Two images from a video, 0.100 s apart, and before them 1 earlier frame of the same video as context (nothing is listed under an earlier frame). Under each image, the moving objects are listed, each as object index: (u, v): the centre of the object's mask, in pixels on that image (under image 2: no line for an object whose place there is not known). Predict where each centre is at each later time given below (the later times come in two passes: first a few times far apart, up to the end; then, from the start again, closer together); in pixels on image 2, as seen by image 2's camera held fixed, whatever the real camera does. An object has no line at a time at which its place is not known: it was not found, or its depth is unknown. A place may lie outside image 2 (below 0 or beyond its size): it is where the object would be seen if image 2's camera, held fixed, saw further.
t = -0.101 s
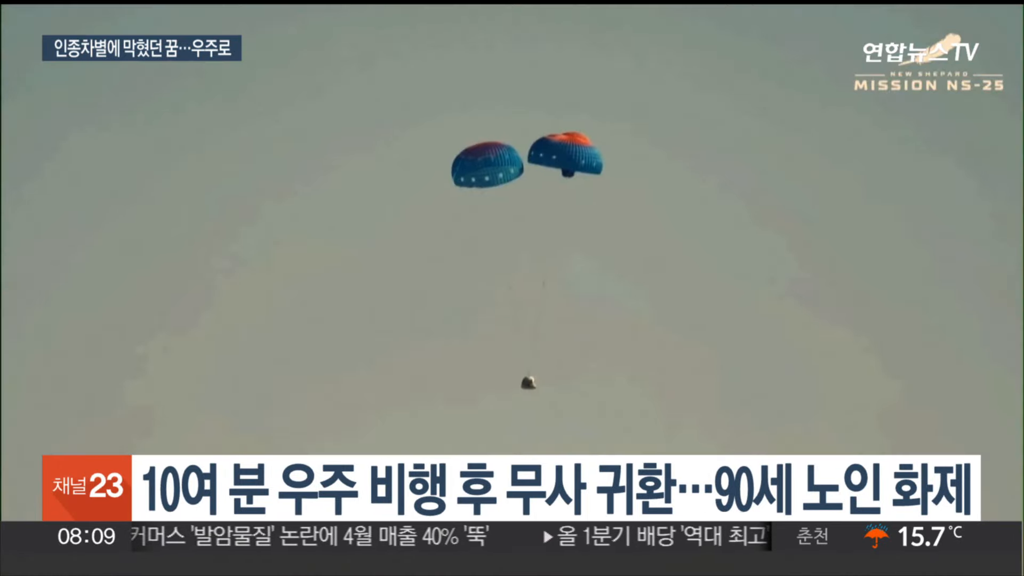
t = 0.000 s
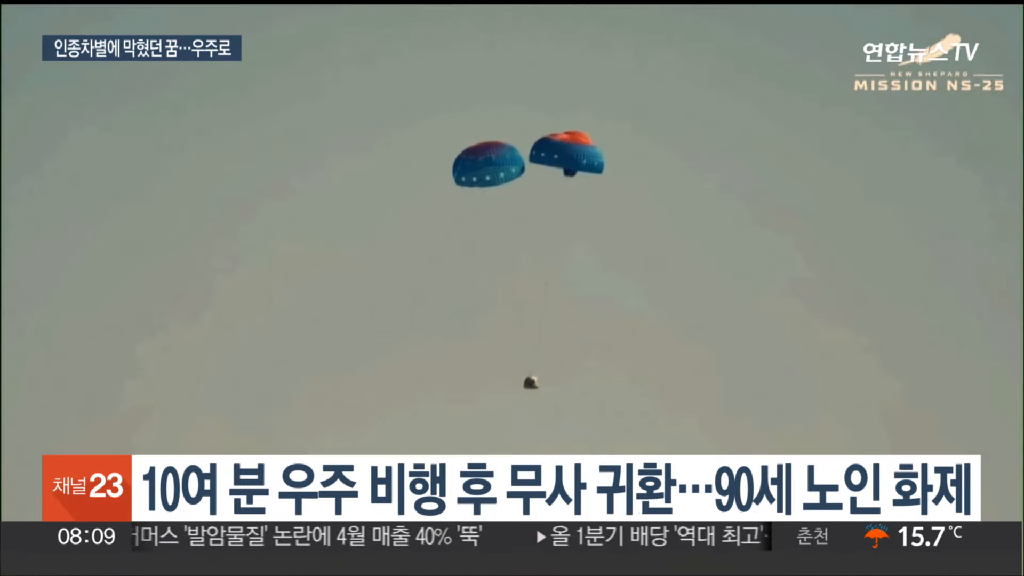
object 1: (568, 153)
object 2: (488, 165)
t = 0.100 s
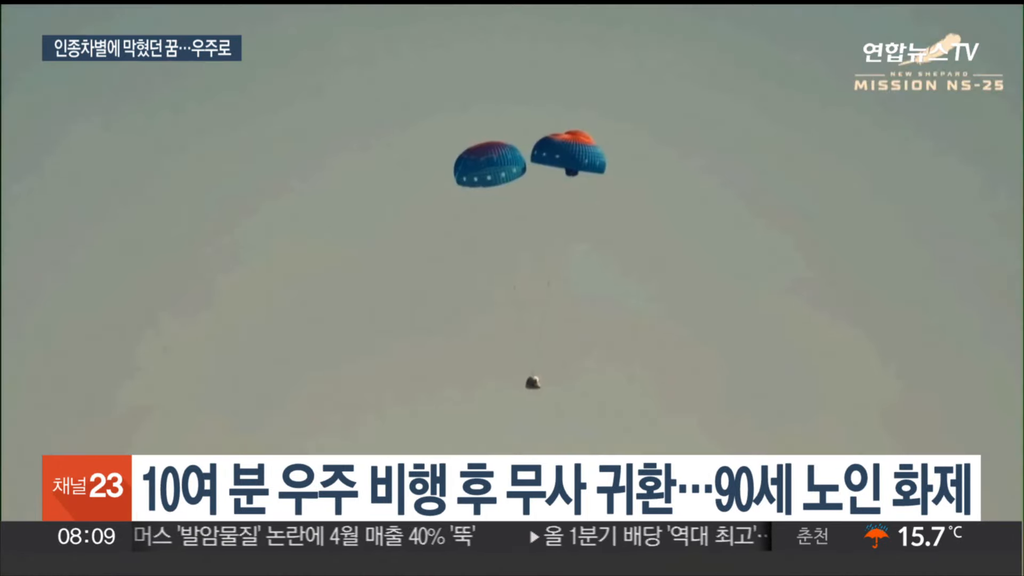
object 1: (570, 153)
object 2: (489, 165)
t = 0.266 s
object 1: (571, 153)
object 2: (490, 165)
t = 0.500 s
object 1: (577, 156)
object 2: (495, 169)
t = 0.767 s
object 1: (585, 162)
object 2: (502, 175)
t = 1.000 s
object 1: (589, 167)
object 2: (506, 180)
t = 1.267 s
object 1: (596, 171)
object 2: (512, 185)
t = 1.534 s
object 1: (601, 178)
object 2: (515, 192)
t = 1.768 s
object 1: (606, 187)
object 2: (521, 201)
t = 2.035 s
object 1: (612, 194)
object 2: (527, 208)
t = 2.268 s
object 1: (616, 200)
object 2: (531, 214)
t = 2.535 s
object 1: (623, 211)
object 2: (539, 226)
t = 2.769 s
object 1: (600, 218)
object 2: (516, 233)
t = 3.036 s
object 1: (554, 225)
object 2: (459, 241)
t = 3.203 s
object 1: (521, 235)
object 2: (438, 249)
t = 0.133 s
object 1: (570, 153)
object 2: (489, 165)
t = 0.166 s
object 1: (571, 153)
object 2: (490, 165)
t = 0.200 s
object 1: (571, 153)
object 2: (490, 165)
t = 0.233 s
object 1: (571, 153)
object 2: (490, 165)
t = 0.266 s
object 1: (571, 153)
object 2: (490, 165)
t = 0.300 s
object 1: (572, 153)
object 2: (491, 166)
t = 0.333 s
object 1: (574, 154)
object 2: (492, 167)
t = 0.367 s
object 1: (574, 155)
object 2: (492, 168)
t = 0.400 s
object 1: (574, 155)
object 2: (492, 168)
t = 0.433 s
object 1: (575, 156)
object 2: (493, 168)
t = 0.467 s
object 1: (576, 156)
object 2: (494, 169)
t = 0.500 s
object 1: (577, 156)
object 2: (495, 169)
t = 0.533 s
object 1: (577, 157)
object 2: (495, 170)
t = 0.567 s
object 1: (578, 158)
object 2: (496, 171)
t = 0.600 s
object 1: (578, 158)
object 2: (496, 171)
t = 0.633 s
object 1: (581, 160)
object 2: (498, 173)
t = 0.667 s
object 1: (582, 161)
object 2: (499, 174)
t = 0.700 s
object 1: (582, 161)
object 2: (499, 174)
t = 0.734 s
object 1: (584, 161)
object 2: (501, 175)
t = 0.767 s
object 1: (585, 162)
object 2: (502, 175)
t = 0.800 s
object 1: (585, 162)
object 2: (502, 175)
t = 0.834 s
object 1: (586, 163)
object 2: (503, 176)
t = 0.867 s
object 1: (586, 163)
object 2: (503, 176)
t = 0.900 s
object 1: (586, 163)
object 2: (503, 176)
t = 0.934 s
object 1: (587, 163)
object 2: (504, 177)
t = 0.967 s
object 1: (589, 167)
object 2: (506, 180)
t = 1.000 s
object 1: (589, 167)
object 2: (506, 180)
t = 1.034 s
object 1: (590, 167)
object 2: (506, 181)
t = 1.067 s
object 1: (591, 168)
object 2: (507, 182)
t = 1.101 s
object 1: (594, 169)
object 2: (509, 183)
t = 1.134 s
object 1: (595, 170)
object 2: (511, 184)
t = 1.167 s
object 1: (595, 170)
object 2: (511, 184)
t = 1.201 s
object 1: (595, 170)
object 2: (511, 184)
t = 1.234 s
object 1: (596, 170)
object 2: (511, 184)
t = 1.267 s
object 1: (596, 171)
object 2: (512, 185)
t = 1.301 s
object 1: (597, 172)
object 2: (512, 186)
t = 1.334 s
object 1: (597, 173)
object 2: (513, 187)
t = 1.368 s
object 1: (598, 174)
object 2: (513, 188)
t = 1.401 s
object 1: (598, 174)
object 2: (513, 188)
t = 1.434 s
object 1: (598, 175)
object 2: (513, 189)
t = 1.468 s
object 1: (600, 177)
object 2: (515, 192)
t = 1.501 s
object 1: (600, 177)
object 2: (515, 192)
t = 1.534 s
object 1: (601, 178)
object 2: (515, 192)
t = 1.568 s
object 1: (602, 181)
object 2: (517, 196)
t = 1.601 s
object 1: (602, 181)
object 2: (517, 196)
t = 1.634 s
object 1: (602, 181)
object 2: (517, 197)
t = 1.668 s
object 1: (602, 182)
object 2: (517, 197)
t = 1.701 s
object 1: (604, 184)
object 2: (518, 198)
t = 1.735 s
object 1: (604, 184)
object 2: (519, 198)
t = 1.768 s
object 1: (606, 187)
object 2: (521, 201)
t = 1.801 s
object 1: (606, 187)
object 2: (521, 201)
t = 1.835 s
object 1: (606, 187)
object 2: (521, 201)
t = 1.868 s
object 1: (607, 189)
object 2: (522, 203)
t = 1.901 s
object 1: (608, 190)
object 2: (523, 205)
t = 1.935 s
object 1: (610, 192)
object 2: (525, 207)
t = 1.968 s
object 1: (611, 193)
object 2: (526, 207)
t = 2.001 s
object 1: (611, 193)
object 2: (526, 207)
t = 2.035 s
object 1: (612, 194)
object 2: (527, 208)
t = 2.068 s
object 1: (613, 195)
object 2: (528, 209)
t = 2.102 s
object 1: (613, 196)
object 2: (529, 211)
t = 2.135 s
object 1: (614, 196)
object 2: (529, 211)
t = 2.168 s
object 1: (614, 198)
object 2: (530, 212)
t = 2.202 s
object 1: (615, 198)
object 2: (530, 212)
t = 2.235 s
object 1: (615, 199)
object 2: (530, 213)
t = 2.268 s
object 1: (616, 200)
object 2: (531, 214)
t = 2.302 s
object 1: (618, 203)
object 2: (534, 218)
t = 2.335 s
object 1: (619, 204)
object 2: (535, 219)
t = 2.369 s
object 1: (620, 206)
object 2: (536, 221)
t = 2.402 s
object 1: (620, 206)
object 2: (536, 221)
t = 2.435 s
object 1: (621, 207)
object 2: (537, 222)
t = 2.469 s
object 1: (622, 208)
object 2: (538, 223)
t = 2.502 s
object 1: (622, 208)
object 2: (538, 223)
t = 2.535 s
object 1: (623, 211)
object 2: (539, 226)
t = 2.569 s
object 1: (623, 212)
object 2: (540, 227)
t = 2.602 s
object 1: (624, 212)
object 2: (540, 227)
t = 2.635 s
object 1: (624, 212)
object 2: (540, 227)
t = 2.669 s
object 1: (624, 212)
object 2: (540, 227)
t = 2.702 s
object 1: (622, 213)
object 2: (530, 229)
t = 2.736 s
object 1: (602, 218)
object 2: (518, 232)
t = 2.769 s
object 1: (600, 218)
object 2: (516, 233)
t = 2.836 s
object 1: (595, 218)
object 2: (511, 233)
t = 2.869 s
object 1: (577, 221)
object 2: (492, 236)
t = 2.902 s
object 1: (564, 223)
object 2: (481, 238)
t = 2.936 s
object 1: (560, 224)
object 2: (476, 238)
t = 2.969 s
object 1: (556, 224)
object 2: (473, 239)
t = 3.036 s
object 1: (554, 225)
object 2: (459, 241)
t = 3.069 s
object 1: (528, 230)
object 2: (446, 245)
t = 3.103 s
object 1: (526, 231)
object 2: (443, 246)
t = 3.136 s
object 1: (522, 233)
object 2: (440, 247)
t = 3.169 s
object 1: (521, 235)
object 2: (438, 249)
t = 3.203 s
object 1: (521, 235)
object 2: (438, 249)
